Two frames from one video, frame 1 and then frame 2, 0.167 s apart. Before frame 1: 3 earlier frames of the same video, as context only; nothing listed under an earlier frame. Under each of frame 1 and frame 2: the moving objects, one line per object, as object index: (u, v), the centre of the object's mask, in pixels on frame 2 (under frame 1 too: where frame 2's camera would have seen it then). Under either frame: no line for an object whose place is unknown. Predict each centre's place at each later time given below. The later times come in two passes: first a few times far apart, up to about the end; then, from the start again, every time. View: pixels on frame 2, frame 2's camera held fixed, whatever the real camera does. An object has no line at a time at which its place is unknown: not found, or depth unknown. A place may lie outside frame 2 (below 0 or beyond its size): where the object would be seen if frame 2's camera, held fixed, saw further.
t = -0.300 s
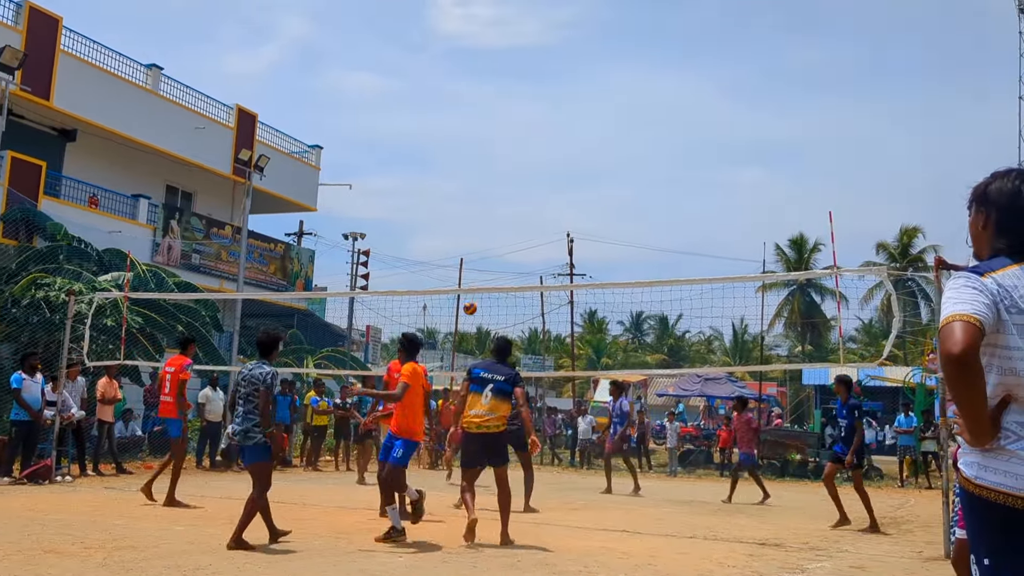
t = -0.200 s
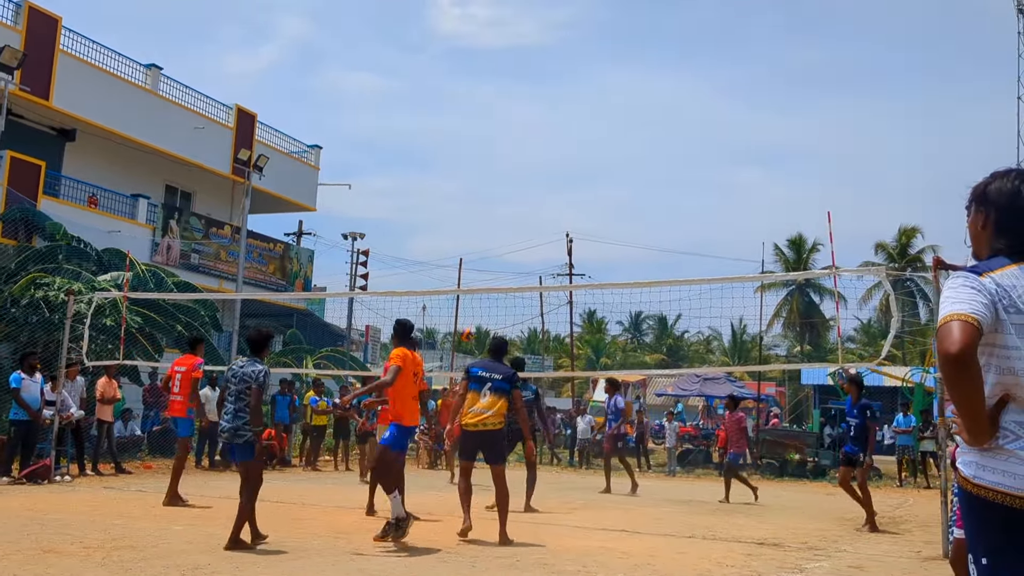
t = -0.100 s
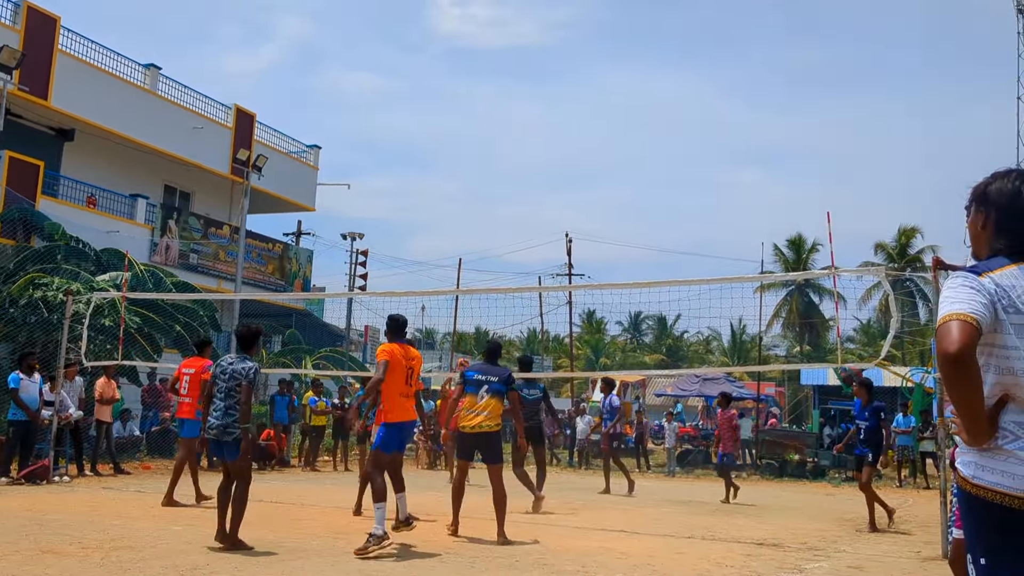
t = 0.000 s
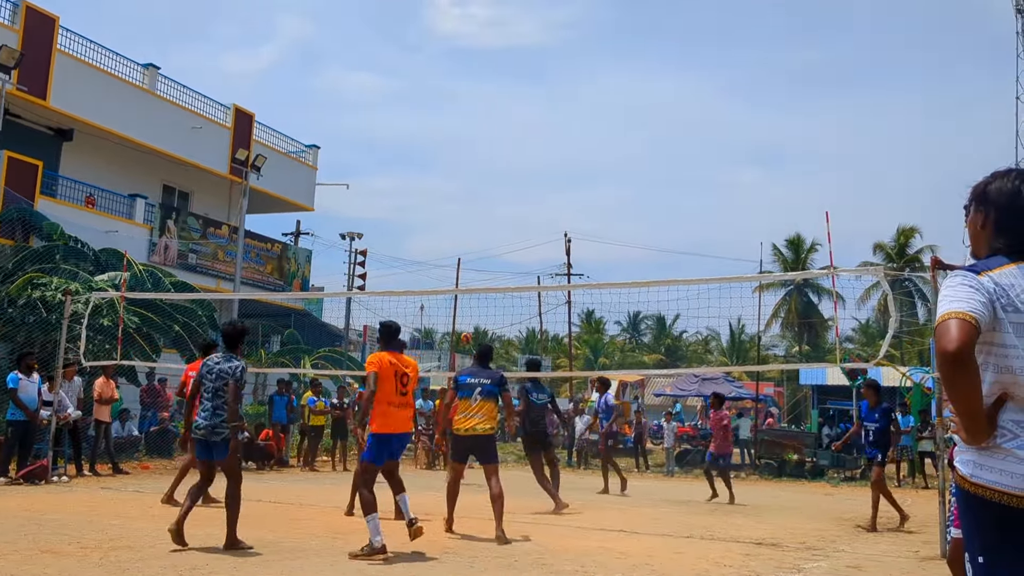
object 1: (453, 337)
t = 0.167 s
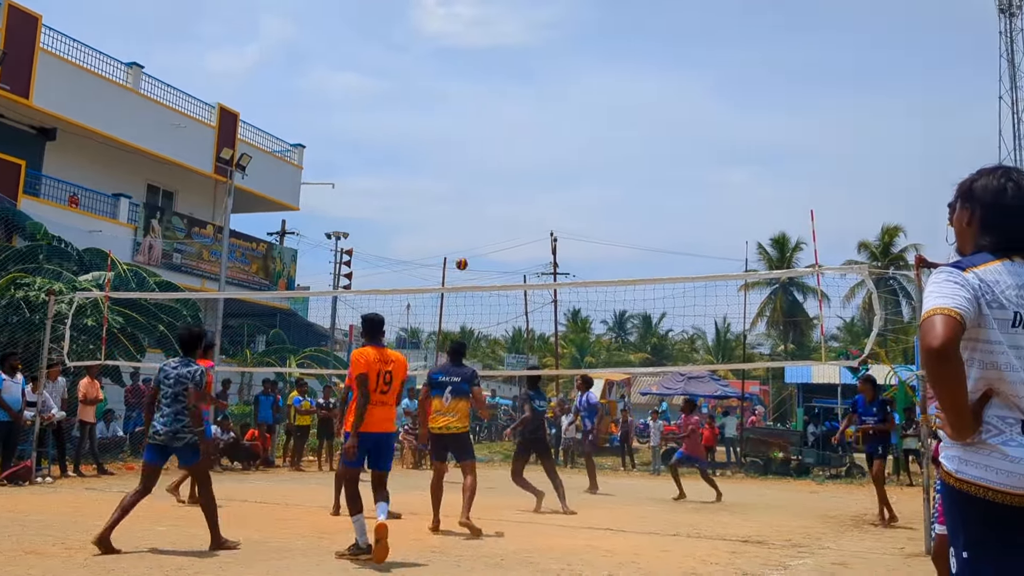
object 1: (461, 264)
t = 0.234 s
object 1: (465, 239)
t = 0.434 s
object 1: (473, 181)
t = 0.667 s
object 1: (482, 142)
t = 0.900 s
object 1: (490, 133)
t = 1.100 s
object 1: (496, 151)
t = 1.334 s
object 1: (501, 204)
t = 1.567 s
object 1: (507, 294)
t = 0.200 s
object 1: (463, 251)
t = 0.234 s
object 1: (465, 239)
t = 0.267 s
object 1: (466, 228)
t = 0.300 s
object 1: (468, 217)
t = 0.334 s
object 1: (469, 207)
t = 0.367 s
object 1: (471, 198)
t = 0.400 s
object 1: (472, 189)
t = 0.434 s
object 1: (473, 181)
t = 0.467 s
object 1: (474, 173)
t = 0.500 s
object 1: (475, 166)
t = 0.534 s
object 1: (477, 160)
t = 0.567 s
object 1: (478, 155)
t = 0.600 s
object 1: (479, 150)
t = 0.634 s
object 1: (481, 146)
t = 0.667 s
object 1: (482, 142)
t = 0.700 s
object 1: (483, 139)
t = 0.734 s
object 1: (484, 137)
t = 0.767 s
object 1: (486, 135)
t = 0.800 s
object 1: (487, 133)
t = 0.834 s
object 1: (488, 133)
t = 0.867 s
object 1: (489, 133)
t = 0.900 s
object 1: (490, 133)
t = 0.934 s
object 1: (491, 135)
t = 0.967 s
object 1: (492, 136)
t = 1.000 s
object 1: (492, 139)
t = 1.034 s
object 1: (494, 142)
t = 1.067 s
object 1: (495, 146)
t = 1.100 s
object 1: (496, 151)
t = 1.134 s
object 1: (497, 156)
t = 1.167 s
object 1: (498, 163)
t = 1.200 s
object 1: (499, 170)
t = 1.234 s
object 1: (499, 177)
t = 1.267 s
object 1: (500, 185)
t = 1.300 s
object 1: (501, 194)
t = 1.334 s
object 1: (501, 204)
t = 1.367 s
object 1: (502, 214)
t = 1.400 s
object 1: (502, 226)
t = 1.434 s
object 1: (503, 237)
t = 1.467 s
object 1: (504, 250)
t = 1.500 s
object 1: (505, 264)
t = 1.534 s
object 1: (506, 277)
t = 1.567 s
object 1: (507, 294)
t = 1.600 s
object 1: (508, 309)
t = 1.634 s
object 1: (509, 326)
